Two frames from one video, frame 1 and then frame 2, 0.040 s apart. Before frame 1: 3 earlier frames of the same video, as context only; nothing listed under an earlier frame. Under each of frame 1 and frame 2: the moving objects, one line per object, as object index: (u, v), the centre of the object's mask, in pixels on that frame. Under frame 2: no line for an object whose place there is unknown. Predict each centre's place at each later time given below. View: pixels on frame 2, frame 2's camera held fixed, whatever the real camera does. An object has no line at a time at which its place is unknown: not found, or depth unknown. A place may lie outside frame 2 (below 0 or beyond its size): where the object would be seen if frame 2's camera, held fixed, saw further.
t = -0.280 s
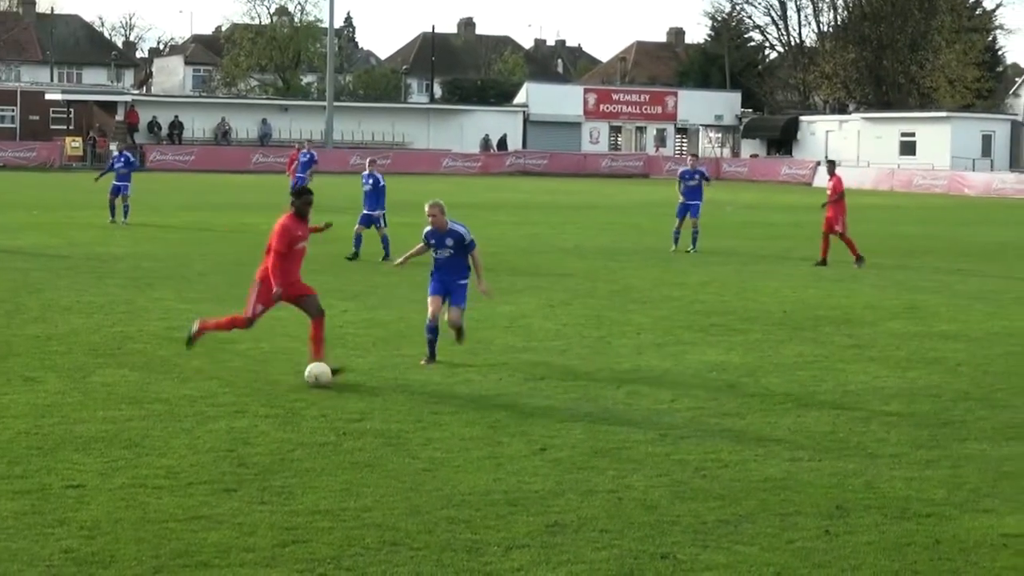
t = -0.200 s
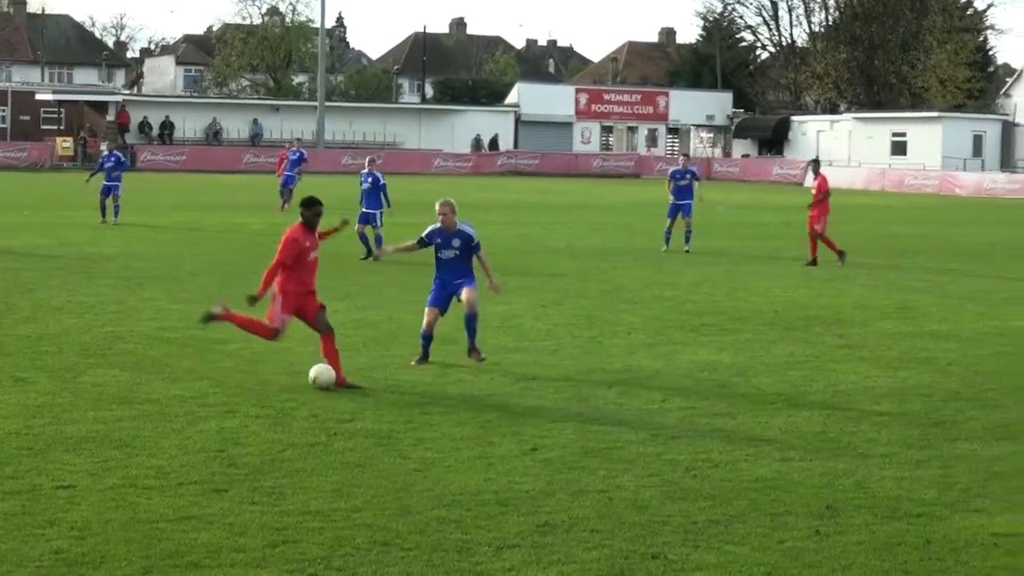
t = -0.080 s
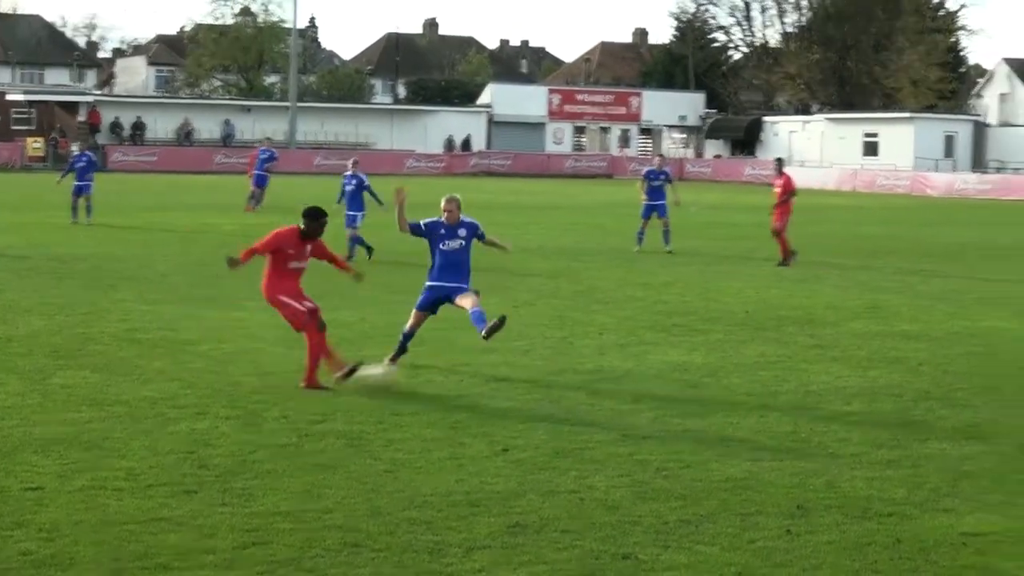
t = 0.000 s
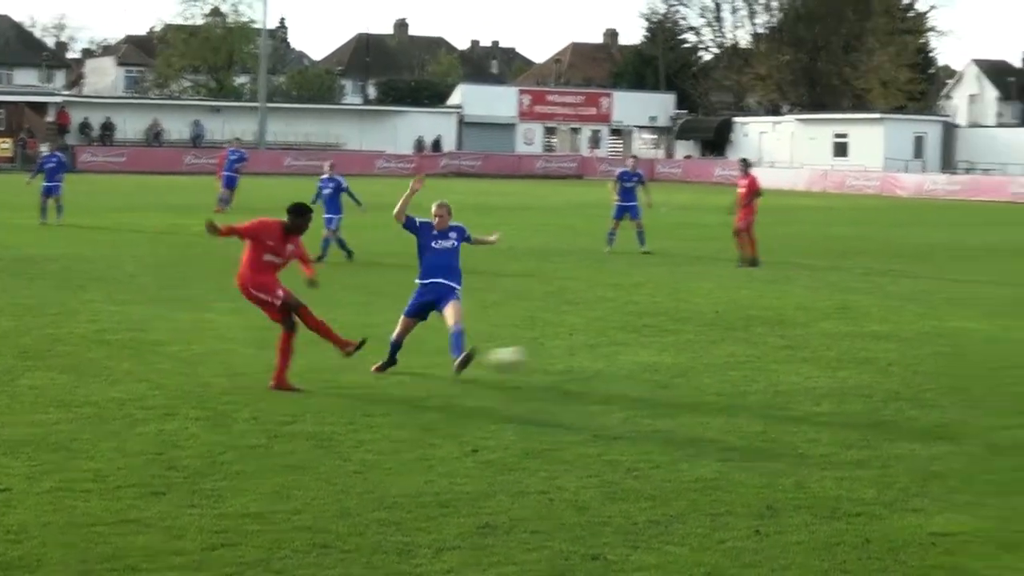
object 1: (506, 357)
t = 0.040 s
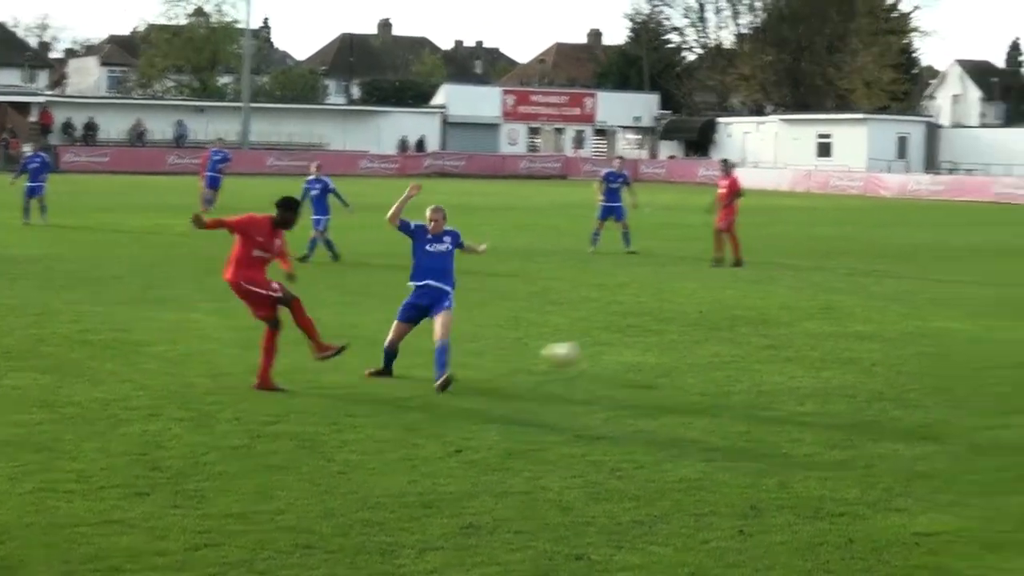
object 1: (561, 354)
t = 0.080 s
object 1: (626, 350)
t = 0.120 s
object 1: (688, 350)
